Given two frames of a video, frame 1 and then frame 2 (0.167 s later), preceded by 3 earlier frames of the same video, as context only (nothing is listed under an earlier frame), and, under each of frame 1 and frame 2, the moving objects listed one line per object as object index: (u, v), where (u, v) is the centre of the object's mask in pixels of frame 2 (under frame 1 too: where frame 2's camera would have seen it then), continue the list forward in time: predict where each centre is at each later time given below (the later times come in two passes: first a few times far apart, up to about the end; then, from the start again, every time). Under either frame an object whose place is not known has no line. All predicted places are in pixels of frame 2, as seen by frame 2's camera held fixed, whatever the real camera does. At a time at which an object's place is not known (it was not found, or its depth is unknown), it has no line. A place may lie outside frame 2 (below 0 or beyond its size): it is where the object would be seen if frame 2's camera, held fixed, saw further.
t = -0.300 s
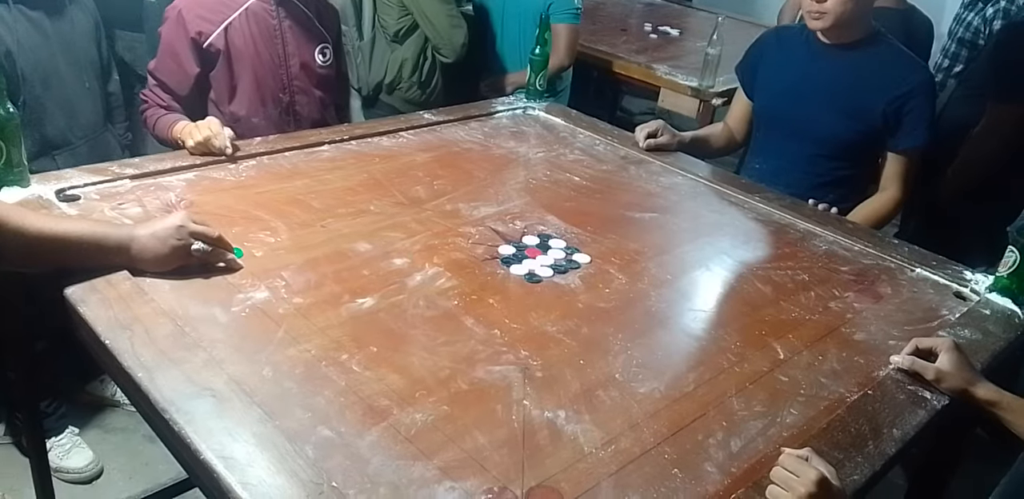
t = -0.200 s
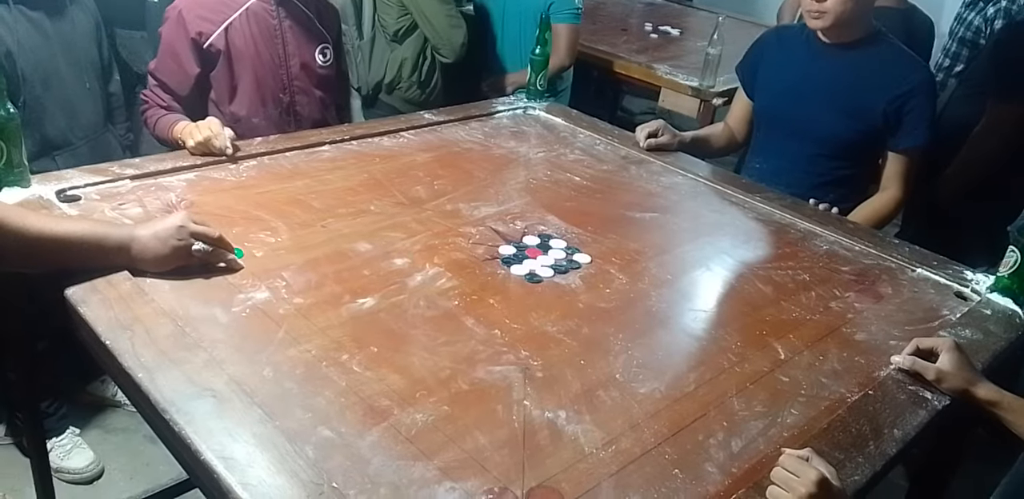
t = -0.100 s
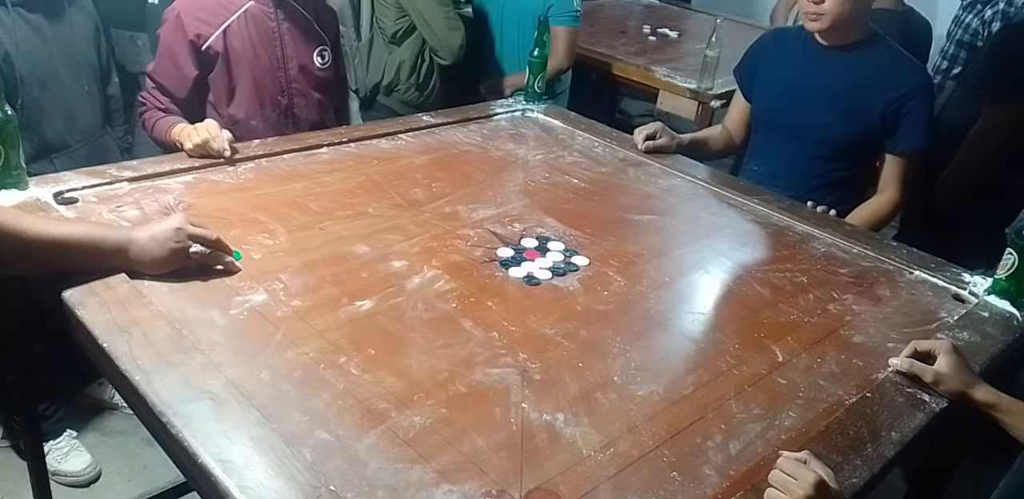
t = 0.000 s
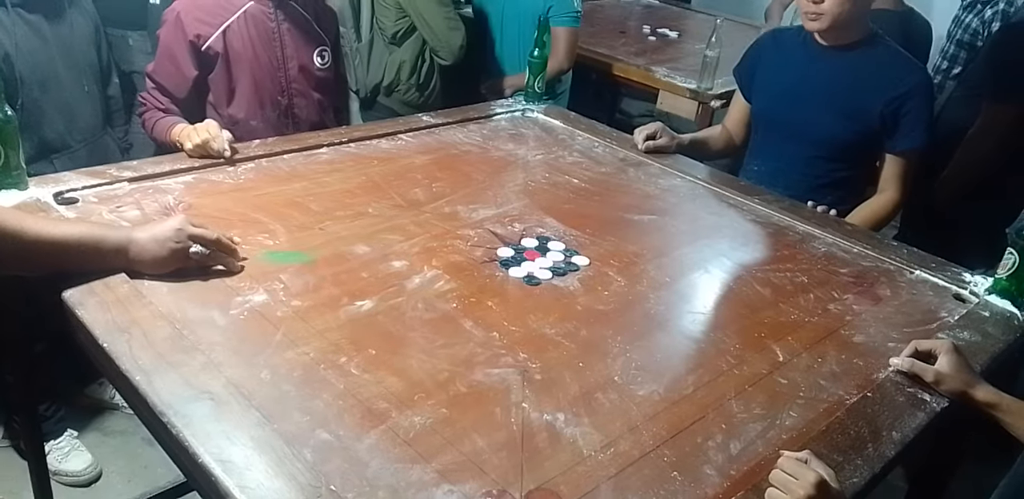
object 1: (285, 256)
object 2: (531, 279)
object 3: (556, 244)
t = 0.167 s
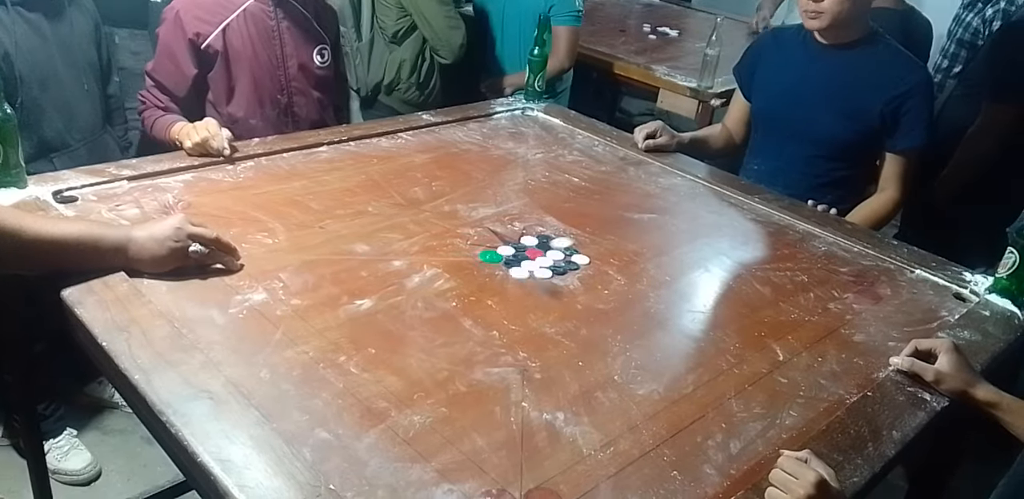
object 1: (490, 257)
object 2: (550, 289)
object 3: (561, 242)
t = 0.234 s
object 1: (489, 254)
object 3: (578, 236)
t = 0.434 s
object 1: (488, 252)
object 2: (774, 430)
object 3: (612, 224)
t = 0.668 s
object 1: (488, 252)
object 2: (682, 381)
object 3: (620, 220)
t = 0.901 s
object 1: (488, 253)
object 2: (624, 348)
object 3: (620, 221)
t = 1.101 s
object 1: (488, 253)
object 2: (616, 344)
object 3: (620, 221)
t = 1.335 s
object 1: (488, 253)
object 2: (616, 344)
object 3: (620, 221)
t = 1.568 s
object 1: (488, 253)
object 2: (616, 343)
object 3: (620, 220)
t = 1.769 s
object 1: (488, 253)
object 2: (616, 343)
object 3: (620, 221)
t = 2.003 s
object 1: (488, 253)
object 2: (616, 343)
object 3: (620, 221)
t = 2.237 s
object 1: (488, 252)
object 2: (616, 343)
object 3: (620, 221)
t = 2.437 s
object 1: (488, 252)
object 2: (616, 343)
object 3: (620, 221)
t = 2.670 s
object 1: (488, 252)
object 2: (616, 343)
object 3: (620, 221)
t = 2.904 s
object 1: (488, 252)
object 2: (616, 343)
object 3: (620, 221)
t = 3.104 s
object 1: (488, 253)
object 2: (616, 343)
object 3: (620, 221)
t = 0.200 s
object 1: (489, 255)
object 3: (570, 239)
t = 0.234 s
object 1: (489, 254)
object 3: (578, 236)
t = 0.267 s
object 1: (488, 253)
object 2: (626, 340)
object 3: (585, 234)
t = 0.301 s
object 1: (488, 253)
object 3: (592, 231)
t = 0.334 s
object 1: (488, 253)
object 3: (598, 229)
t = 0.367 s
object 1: (488, 253)
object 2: (714, 393)
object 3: (604, 227)
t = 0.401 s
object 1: (488, 253)
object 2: (743, 412)
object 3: (608, 225)
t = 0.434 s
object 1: (488, 252)
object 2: (774, 430)
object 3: (612, 224)
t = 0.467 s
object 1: (488, 252)
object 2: (779, 435)
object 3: (615, 223)
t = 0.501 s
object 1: (488, 252)
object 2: (760, 425)
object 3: (617, 222)
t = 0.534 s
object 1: (488, 252)
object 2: (741, 415)
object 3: (619, 221)
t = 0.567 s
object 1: (488, 252)
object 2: (725, 406)
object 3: (620, 220)
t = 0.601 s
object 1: (488, 252)
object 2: (708, 396)
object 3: (620, 220)
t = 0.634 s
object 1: (488, 252)
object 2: (694, 388)
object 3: (620, 220)
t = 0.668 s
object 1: (488, 252)
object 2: (682, 381)
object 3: (620, 220)
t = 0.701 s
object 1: (488, 253)
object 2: (671, 375)
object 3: (620, 220)
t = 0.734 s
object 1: (488, 253)
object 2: (660, 369)
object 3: (620, 220)
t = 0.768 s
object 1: (488, 253)
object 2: (650, 364)
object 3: (620, 220)
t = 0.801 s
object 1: (488, 252)
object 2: (642, 359)
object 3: (620, 221)
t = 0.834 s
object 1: (488, 253)
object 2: (635, 354)
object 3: (620, 221)
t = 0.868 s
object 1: (488, 253)
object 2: (628, 351)
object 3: (620, 221)
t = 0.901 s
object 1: (488, 253)
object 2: (624, 348)
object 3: (620, 221)
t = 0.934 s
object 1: (488, 253)
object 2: (621, 346)
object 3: (620, 221)
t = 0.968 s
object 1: (488, 253)
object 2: (618, 345)
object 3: (620, 221)
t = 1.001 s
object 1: (488, 253)
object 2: (617, 344)
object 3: (620, 221)
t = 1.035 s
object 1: (488, 253)
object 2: (616, 344)
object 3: (620, 221)
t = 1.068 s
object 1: (488, 253)
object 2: (616, 344)
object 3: (620, 221)
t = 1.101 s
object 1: (488, 253)
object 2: (616, 344)
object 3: (620, 221)
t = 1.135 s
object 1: (488, 253)
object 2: (616, 343)
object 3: (620, 221)
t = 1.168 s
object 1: (488, 253)
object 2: (616, 343)
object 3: (620, 221)
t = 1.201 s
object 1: (488, 253)
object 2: (616, 343)
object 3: (620, 221)
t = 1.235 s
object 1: (488, 253)
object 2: (616, 343)
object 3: (620, 221)
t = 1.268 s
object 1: (488, 253)
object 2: (616, 343)
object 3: (620, 221)
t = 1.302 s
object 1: (488, 253)
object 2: (617, 343)
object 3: (620, 221)
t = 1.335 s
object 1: (488, 253)
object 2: (616, 344)
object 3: (620, 221)
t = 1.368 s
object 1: (488, 252)
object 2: (617, 344)
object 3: (620, 221)
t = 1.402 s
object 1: (488, 252)
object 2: (616, 343)
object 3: (620, 221)
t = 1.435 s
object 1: (488, 252)
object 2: (616, 343)
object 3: (620, 221)
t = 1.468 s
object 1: (488, 252)
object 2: (616, 343)
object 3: (620, 221)
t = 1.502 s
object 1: (488, 252)
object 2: (616, 343)
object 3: (620, 220)
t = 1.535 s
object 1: (488, 252)
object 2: (616, 343)
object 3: (620, 220)
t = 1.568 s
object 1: (488, 253)
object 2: (616, 343)
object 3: (620, 220)
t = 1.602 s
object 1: (488, 253)
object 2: (616, 343)
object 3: (620, 221)
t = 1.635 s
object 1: (488, 252)
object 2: (616, 343)
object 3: (620, 220)
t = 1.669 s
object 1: (488, 252)
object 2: (616, 343)
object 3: (620, 221)
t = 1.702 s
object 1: (488, 252)
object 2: (616, 343)
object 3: (620, 221)
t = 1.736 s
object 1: (488, 253)
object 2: (616, 343)
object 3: (620, 221)
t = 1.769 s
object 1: (488, 253)
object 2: (616, 343)
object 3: (620, 221)
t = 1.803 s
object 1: (488, 253)
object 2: (616, 343)
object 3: (620, 221)
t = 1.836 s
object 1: (488, 253)
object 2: (616, 343)
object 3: (620, 221)
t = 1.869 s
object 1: (488, 253)
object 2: (616, 343)
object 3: (620, 221)
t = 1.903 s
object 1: (488, 253)
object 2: (616, 343)
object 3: (620, 221)
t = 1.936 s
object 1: (488, 253)
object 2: (616, 343)
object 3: (620, 221)
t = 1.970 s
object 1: (488, 253)
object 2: (616, 343)
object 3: (620, 221)
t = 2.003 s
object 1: (488, 253)
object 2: (616, 343)
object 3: (620, 221)
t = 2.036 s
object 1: (488, 252)
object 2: (616, 343)
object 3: (620, 221)
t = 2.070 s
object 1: (488, 253)
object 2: (616, 343)
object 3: (620, 221)
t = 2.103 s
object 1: (488, 252)
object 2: (616, 343)
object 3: (620, 221)
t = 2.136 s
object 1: (488, 252)
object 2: (616, 343)
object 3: (620, 221)
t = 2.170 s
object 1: (488, 252)
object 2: (616, 343)
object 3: (620, 221)
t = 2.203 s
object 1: (488, 252)
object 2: (616, 343)
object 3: (620, 221)
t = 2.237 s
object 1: (488, 252)
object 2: (616, 343)
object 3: (620, 221)
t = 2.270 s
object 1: (488, 252)
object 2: (616, 343)
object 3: (620, 221)
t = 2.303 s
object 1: (488, 252)
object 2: (616, 343)
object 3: (620, 221)
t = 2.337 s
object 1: (488, 252)
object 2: (616, 343)
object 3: (620, 221)
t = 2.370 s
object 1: (488, 252)
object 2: (616, 343)
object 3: (620, 221)
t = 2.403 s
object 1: (488, 252)
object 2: (616, 343)
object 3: (620, 221)
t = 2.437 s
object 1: (488, 252)
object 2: (616, 343)
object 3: (620, 221)
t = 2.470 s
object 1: (488, 252)
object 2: (616, 343)
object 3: (620, 221)
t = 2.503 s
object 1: (488, 253)
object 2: (616, 343)
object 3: (620, 221)
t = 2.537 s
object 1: (488, 253)
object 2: (616, 343)
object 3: (620, 221)
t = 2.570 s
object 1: (488, 253)
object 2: (616, 343)
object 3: (620, 221)
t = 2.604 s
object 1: (488, 253)
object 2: (616, 343)
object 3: (620, 221)
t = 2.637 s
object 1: (488, 252)
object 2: (616, 343)
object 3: (620, 221)
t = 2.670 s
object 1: (488, 252)
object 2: (616, 343)
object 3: (620, 221)
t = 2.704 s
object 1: (488, 252)
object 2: (616, 343)
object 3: (620, 221)
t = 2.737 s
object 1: (488, 252)
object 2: (616, 343)
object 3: (620, 221)
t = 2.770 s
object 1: (488, 253)
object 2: (616, 343)
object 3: (620, 221)
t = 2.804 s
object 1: (488, 253)
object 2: (616, 343)
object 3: (620, 221)
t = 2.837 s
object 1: (488, 253)
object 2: (616, 343)
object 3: (620, 221)
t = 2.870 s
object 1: (488, 252)
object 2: (616, 344)
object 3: (620, 221)
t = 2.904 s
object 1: (488, 252)
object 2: (616, 343)
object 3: (620, 221)
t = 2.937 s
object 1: (488, 252)
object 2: (616, 343)
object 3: (620, 221)
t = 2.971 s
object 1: (488, 253)
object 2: (616, 343)
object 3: (620, 221)
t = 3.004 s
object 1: (488, 252)
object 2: (616, 343)
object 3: (620, 221)
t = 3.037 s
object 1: (488, 252)
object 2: (616, 343)
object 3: (620, 221)
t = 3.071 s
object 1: (488, 253)
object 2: (616, 344)
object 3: (620, 221)
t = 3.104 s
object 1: (488, 253)
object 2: (616, 343)
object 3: (620, 221)
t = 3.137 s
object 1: (488, 252)
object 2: (616, 343)
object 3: (620, 221)
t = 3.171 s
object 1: (488, 252)
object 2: (616, 343)
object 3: (620, 221)
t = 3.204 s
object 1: (488, 252)
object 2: (616, 343)
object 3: (620, 221)
